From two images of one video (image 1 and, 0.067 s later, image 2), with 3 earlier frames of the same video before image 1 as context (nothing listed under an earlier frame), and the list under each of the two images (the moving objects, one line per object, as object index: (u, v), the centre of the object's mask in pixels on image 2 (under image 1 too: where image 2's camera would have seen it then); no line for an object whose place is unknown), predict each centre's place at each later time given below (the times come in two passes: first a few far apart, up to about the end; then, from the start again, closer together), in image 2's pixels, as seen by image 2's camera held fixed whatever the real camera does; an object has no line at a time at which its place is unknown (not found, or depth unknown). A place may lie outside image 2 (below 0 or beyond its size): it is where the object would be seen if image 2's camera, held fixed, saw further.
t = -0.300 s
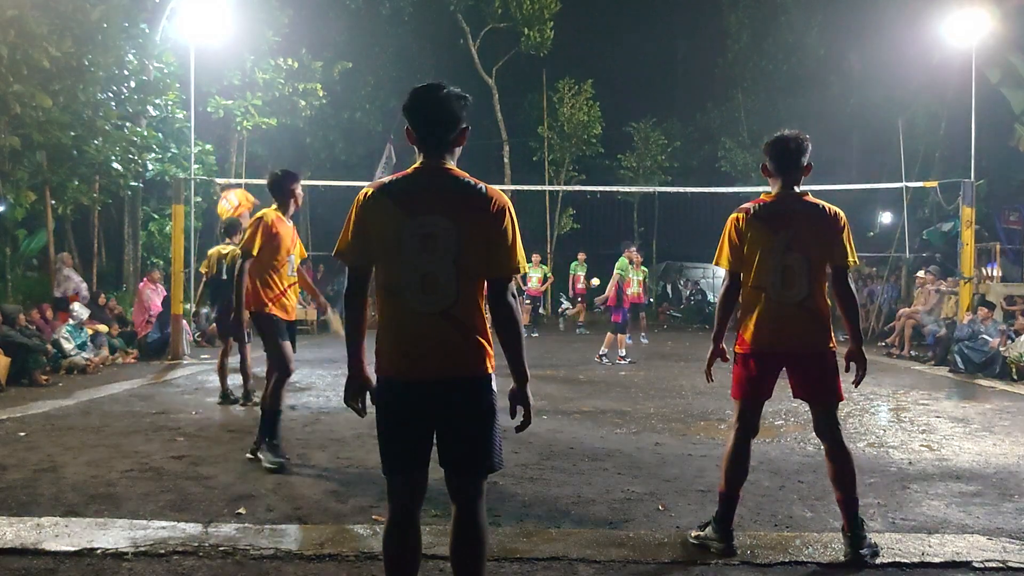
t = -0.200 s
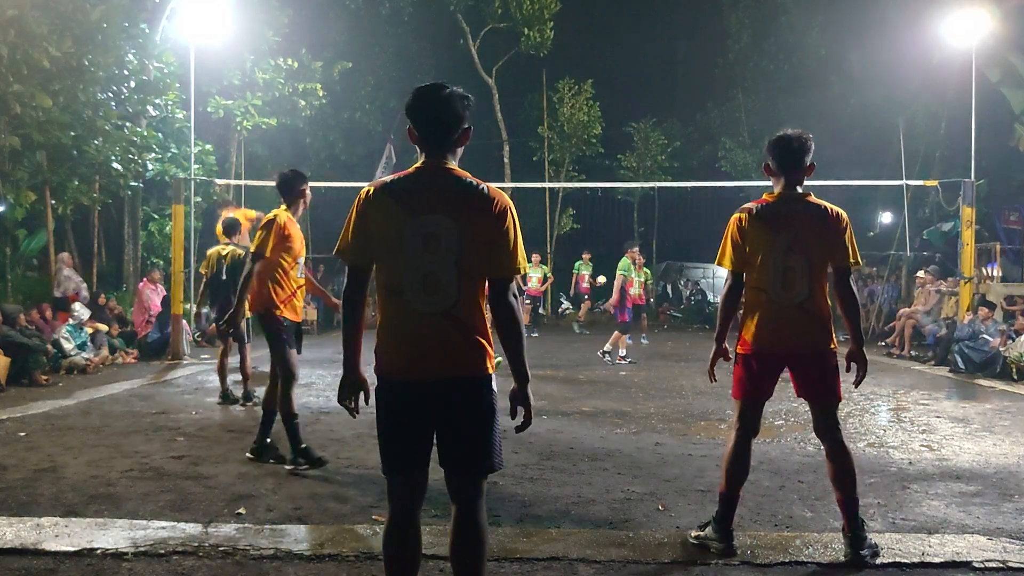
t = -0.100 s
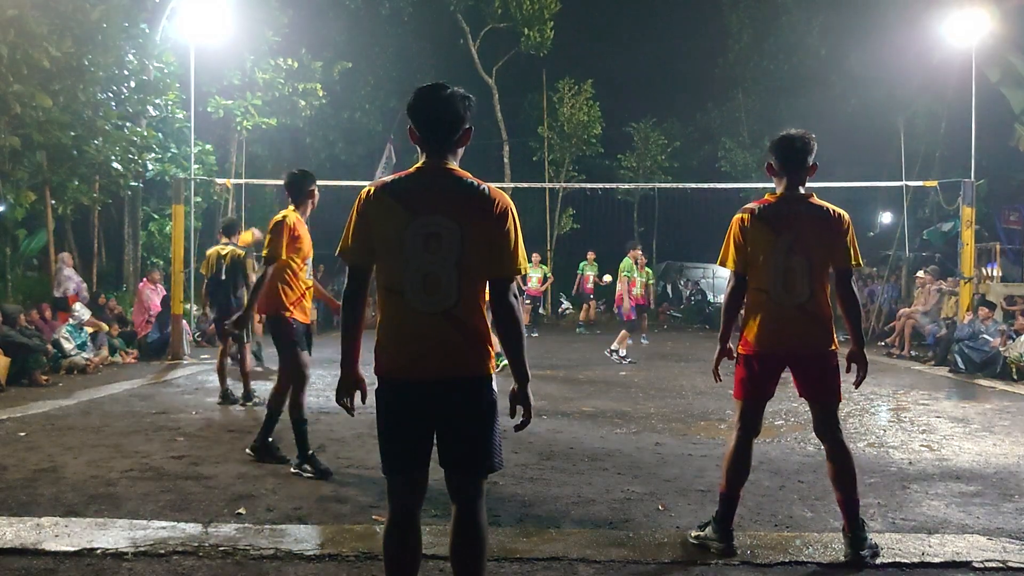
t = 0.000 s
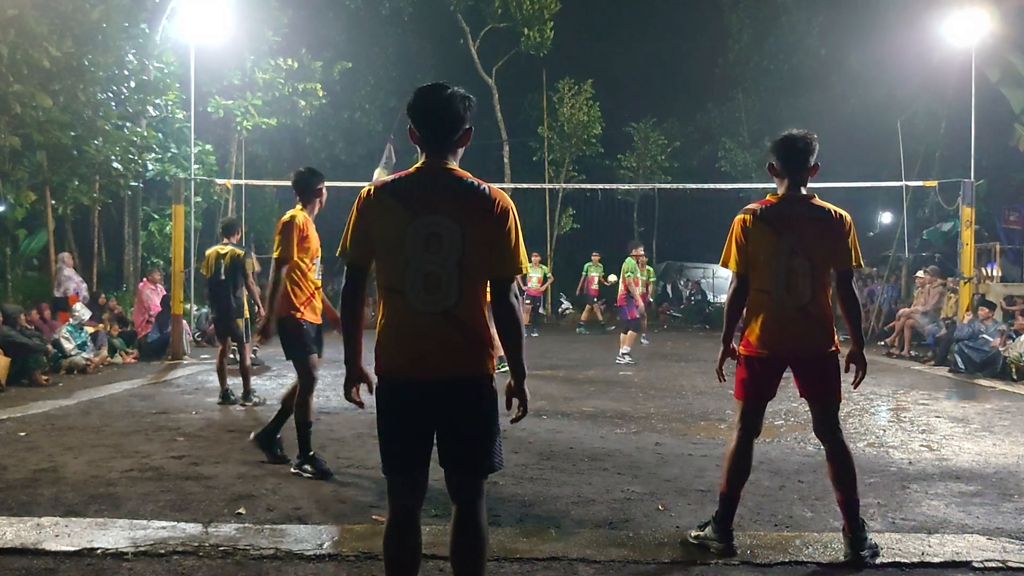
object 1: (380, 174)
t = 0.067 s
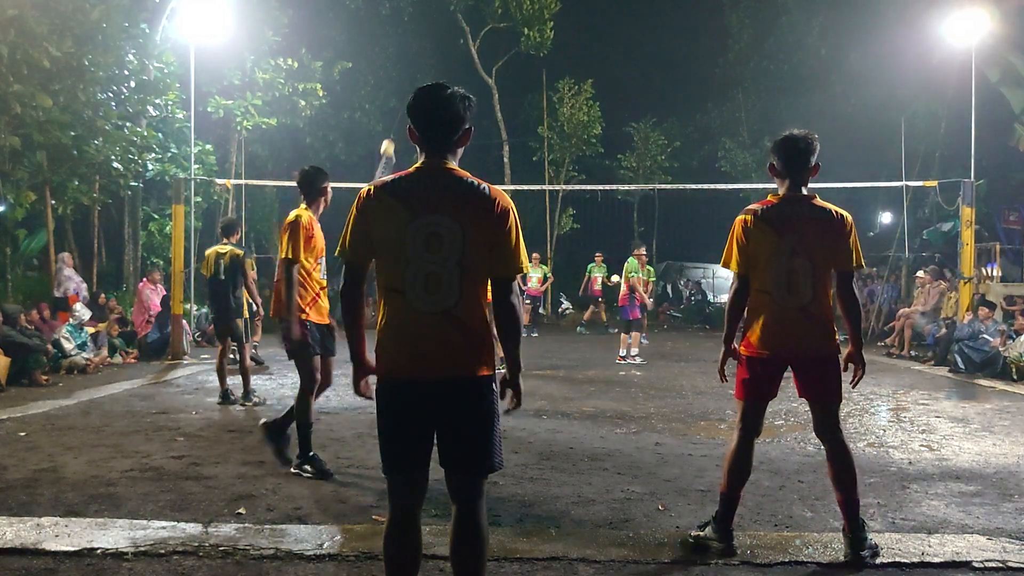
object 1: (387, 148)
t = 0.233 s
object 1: (404, 93)
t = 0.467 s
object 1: (428, 54)
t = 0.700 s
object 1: (447, 47)
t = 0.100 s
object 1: (391, 135)
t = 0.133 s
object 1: (395, 123)
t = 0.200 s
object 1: (401, 102)
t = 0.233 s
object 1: (404, 93)
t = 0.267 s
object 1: (409, 85)
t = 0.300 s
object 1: (412, 78)
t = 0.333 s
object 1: (415, 72)
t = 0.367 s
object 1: (419, 66)
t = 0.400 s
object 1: (422, 61)
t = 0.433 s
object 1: (425, 57)
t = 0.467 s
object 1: (428, 54)
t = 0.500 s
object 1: (431, 51)
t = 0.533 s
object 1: (434, 49)
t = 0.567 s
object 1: (436, 47)
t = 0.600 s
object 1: (439, 46)
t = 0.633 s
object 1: (442, 46)
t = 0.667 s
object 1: (444, 46)
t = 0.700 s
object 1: (447, 47)
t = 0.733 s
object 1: (450, 49)
